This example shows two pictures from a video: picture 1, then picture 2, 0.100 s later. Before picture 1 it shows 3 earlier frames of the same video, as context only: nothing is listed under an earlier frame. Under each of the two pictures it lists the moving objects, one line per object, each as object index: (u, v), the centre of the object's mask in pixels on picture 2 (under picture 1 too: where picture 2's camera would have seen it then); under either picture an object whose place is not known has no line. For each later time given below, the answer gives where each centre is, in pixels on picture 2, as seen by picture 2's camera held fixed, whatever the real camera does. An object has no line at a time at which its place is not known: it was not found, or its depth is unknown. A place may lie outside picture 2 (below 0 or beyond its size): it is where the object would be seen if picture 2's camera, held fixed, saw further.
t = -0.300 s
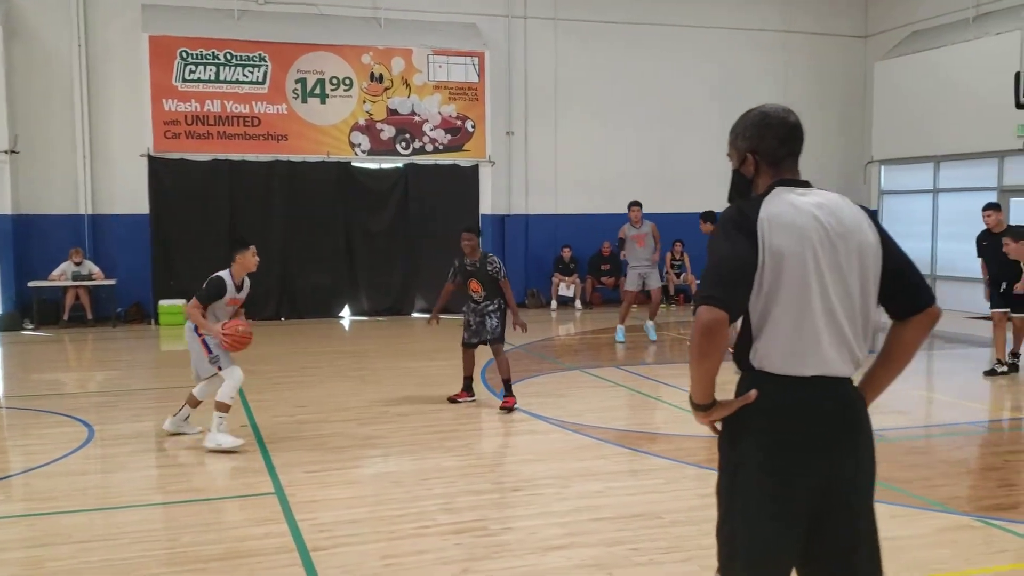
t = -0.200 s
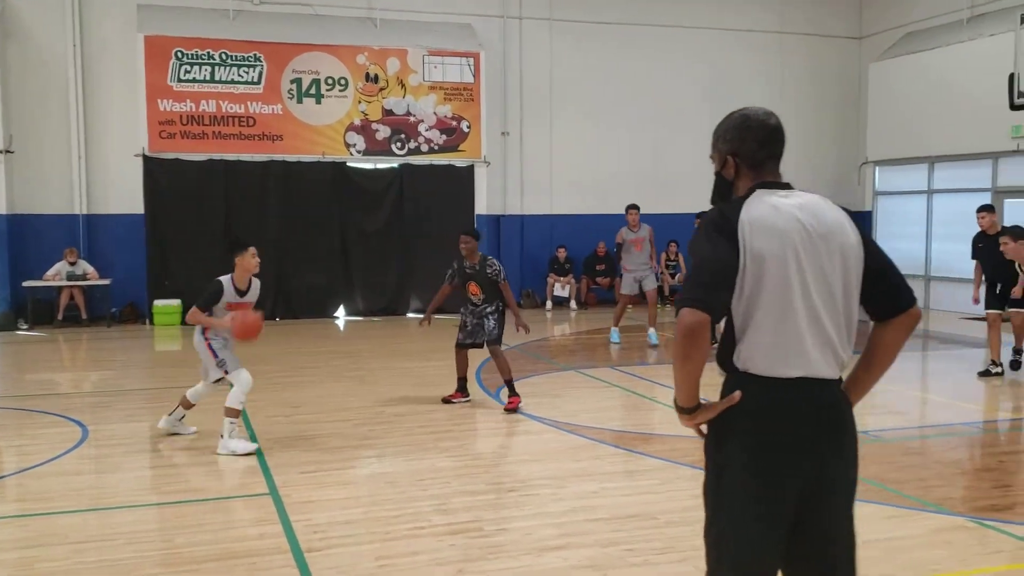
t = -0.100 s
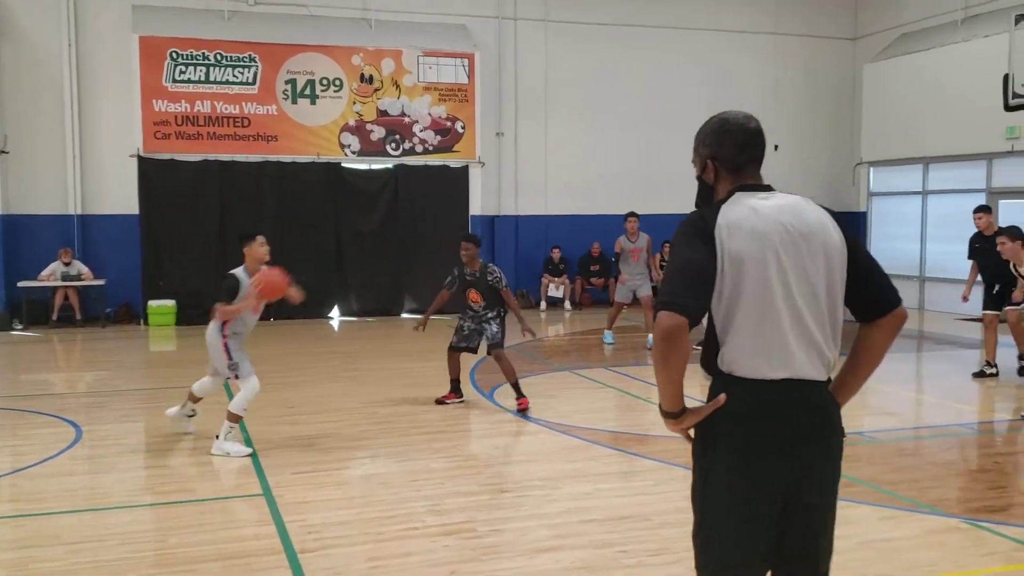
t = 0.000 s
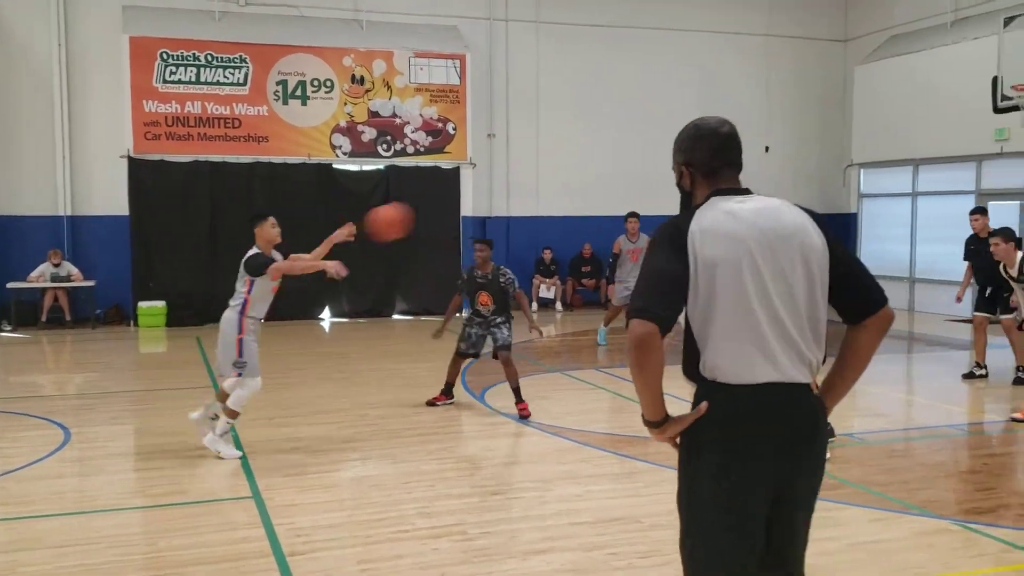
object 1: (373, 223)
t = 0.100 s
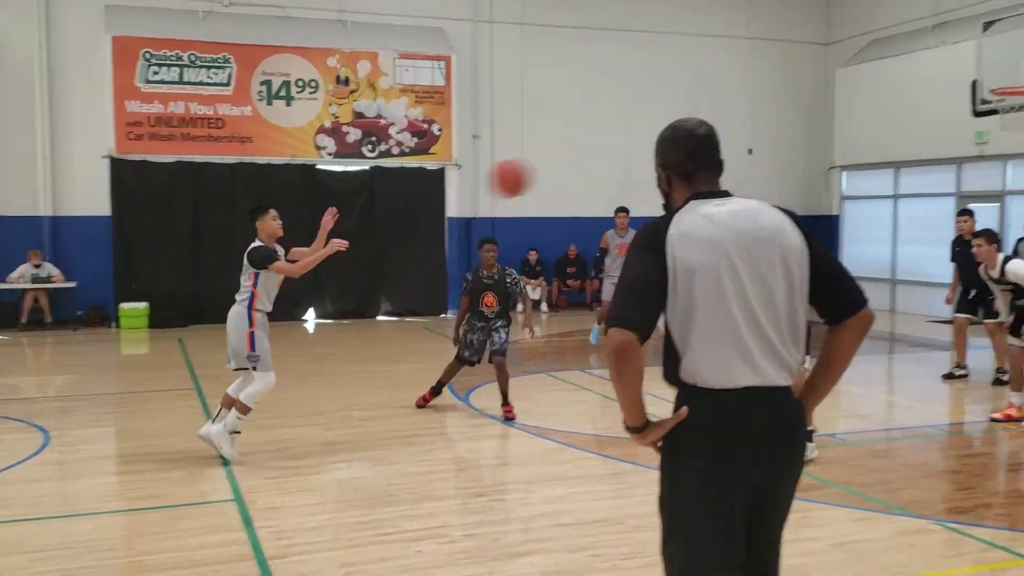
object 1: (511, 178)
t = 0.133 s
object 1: (560, 166)
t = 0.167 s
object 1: (611, 154)
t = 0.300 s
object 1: (843, 121)
